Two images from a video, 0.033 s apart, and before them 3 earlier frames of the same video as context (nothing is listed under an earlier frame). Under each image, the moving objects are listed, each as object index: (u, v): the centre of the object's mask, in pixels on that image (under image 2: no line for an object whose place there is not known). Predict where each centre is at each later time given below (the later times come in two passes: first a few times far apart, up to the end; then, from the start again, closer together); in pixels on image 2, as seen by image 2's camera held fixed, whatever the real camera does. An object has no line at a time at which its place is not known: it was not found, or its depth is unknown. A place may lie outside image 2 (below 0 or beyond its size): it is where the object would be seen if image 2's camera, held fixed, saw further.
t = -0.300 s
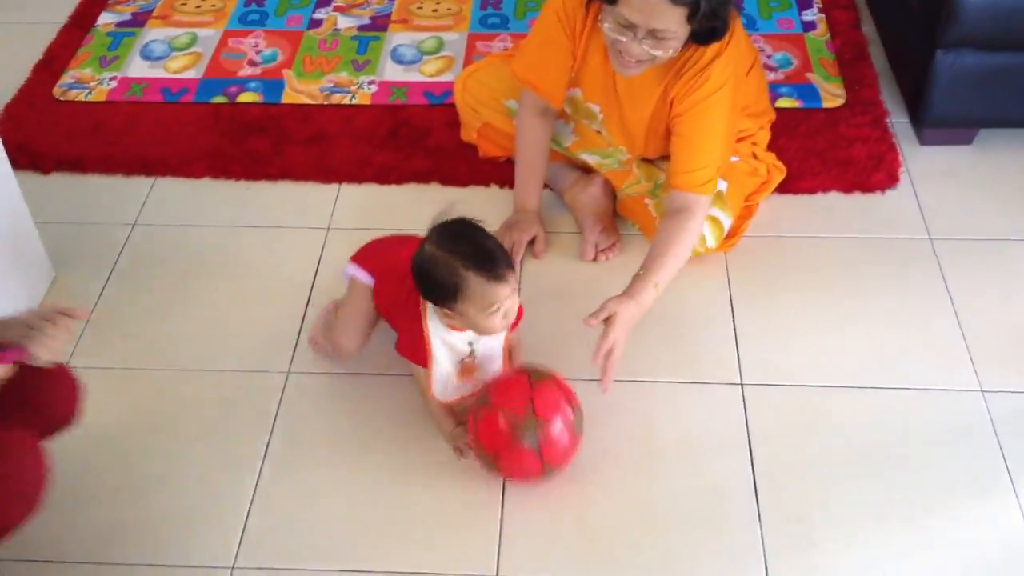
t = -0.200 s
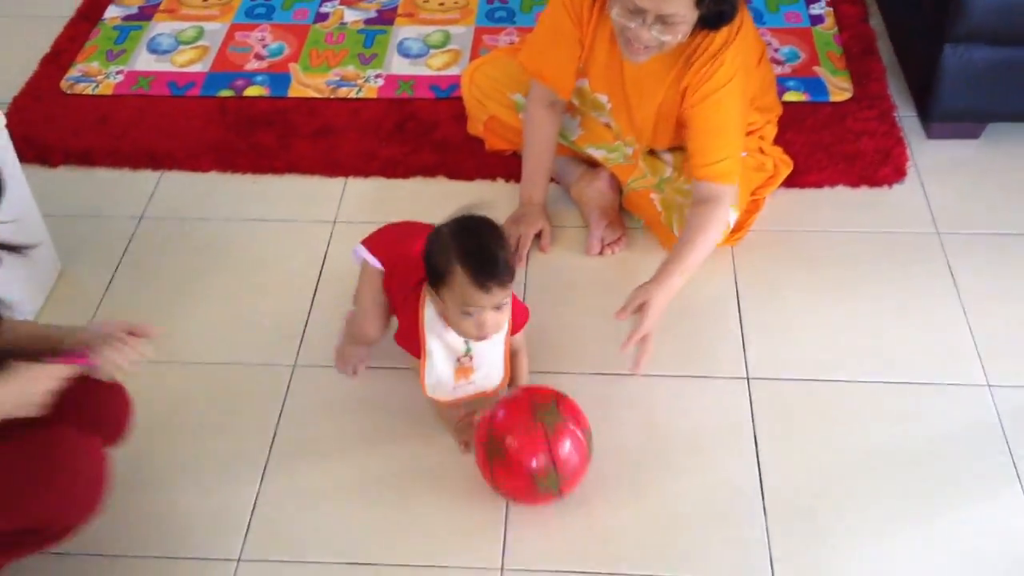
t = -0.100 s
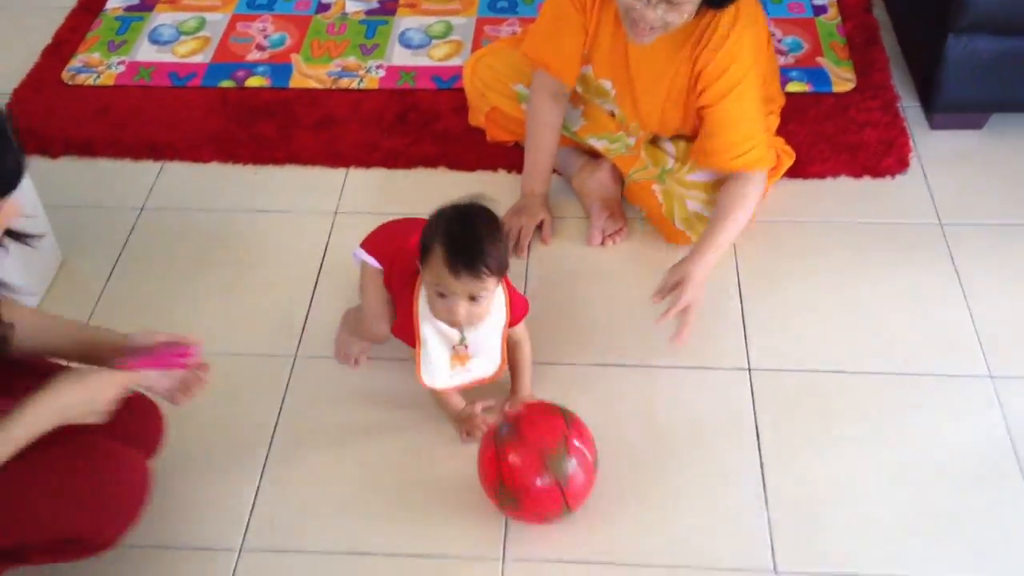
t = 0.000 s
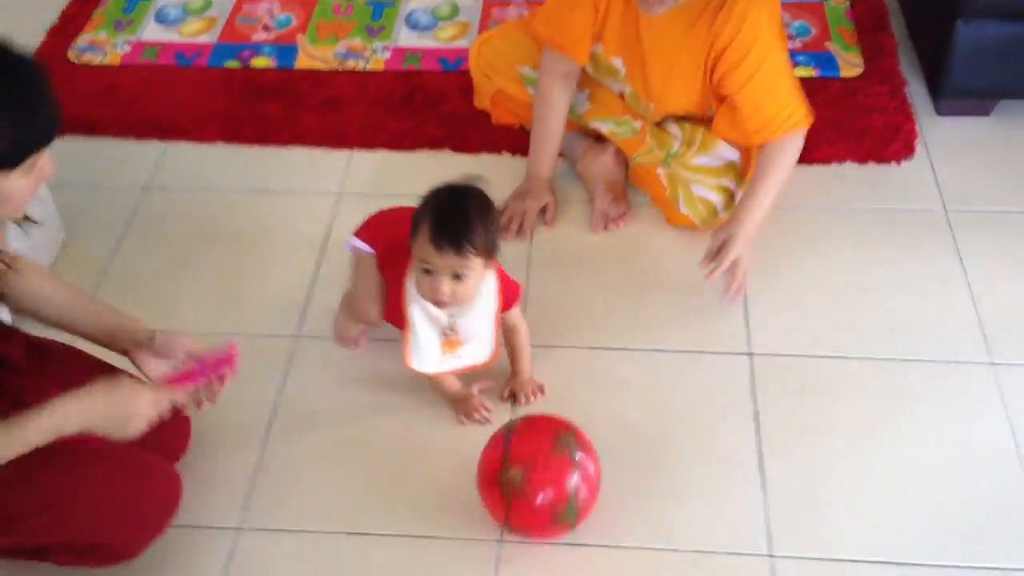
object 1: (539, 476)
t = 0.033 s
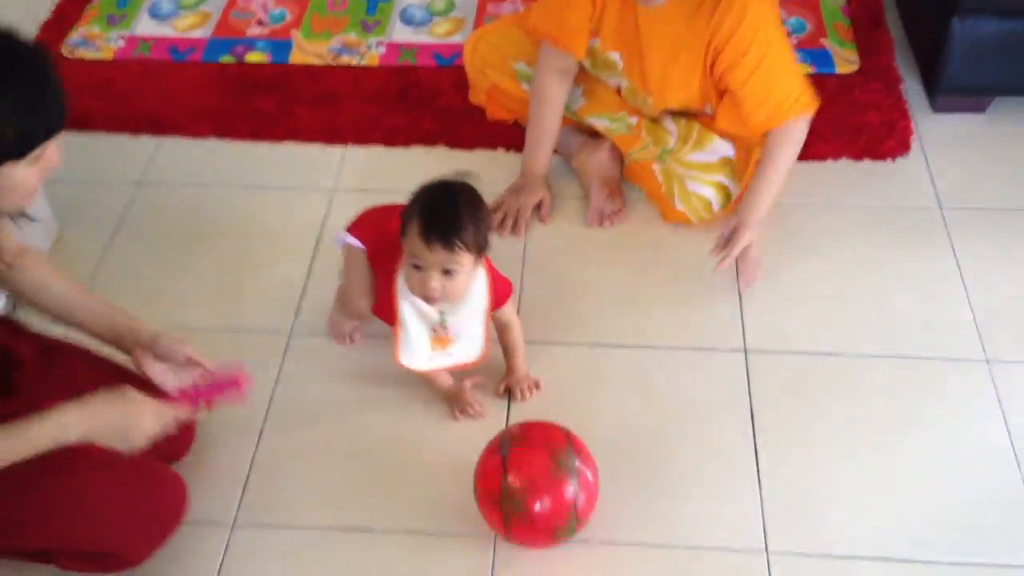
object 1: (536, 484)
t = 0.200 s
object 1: (545, 546)
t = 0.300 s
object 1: (552, 572)
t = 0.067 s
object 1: (536, 495)
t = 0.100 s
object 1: (538, 509)
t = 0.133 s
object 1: (540, 522)
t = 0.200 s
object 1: (545, 546)
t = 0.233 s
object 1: (547, 556)
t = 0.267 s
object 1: (550, 564)
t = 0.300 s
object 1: (552, 572)
